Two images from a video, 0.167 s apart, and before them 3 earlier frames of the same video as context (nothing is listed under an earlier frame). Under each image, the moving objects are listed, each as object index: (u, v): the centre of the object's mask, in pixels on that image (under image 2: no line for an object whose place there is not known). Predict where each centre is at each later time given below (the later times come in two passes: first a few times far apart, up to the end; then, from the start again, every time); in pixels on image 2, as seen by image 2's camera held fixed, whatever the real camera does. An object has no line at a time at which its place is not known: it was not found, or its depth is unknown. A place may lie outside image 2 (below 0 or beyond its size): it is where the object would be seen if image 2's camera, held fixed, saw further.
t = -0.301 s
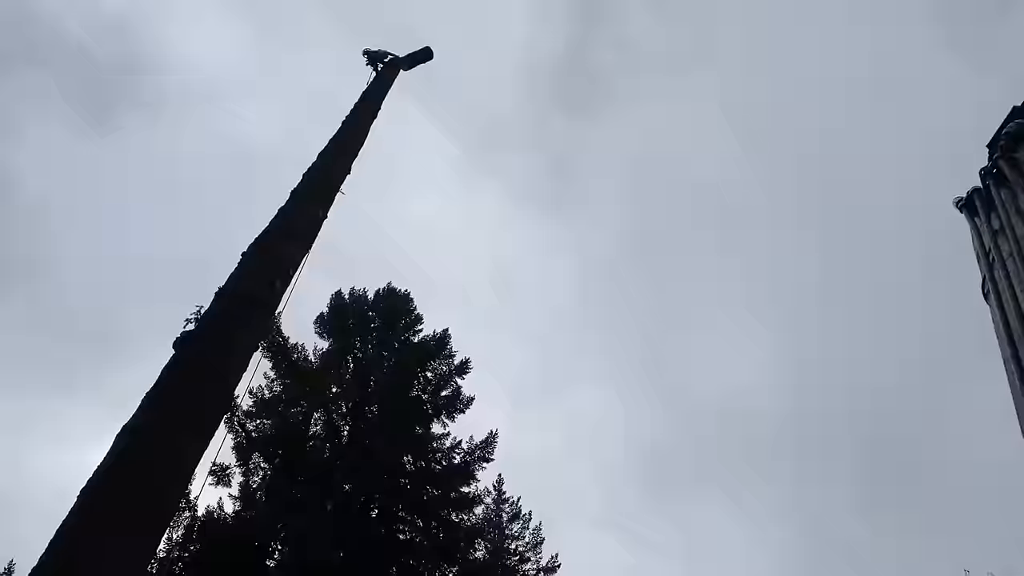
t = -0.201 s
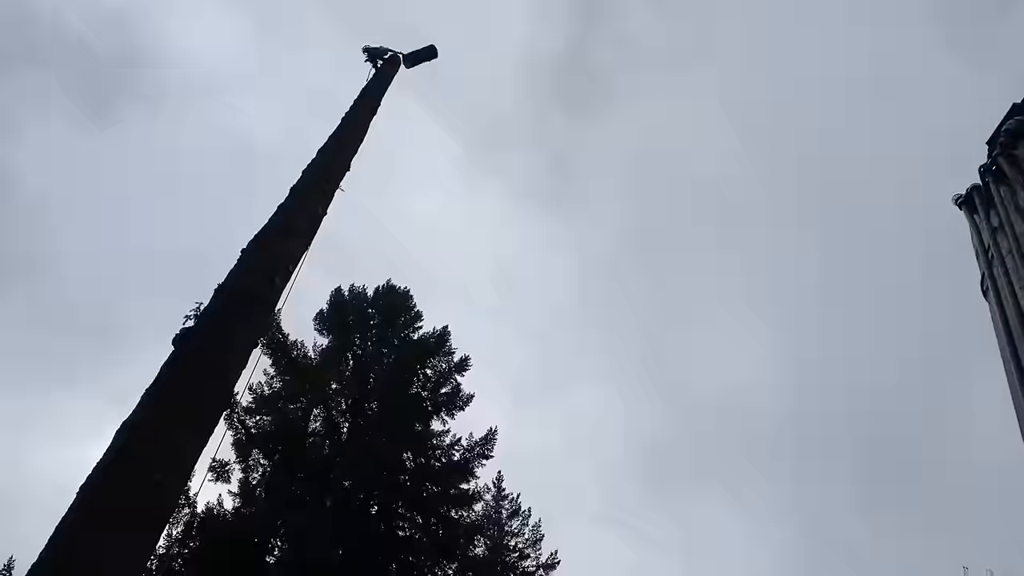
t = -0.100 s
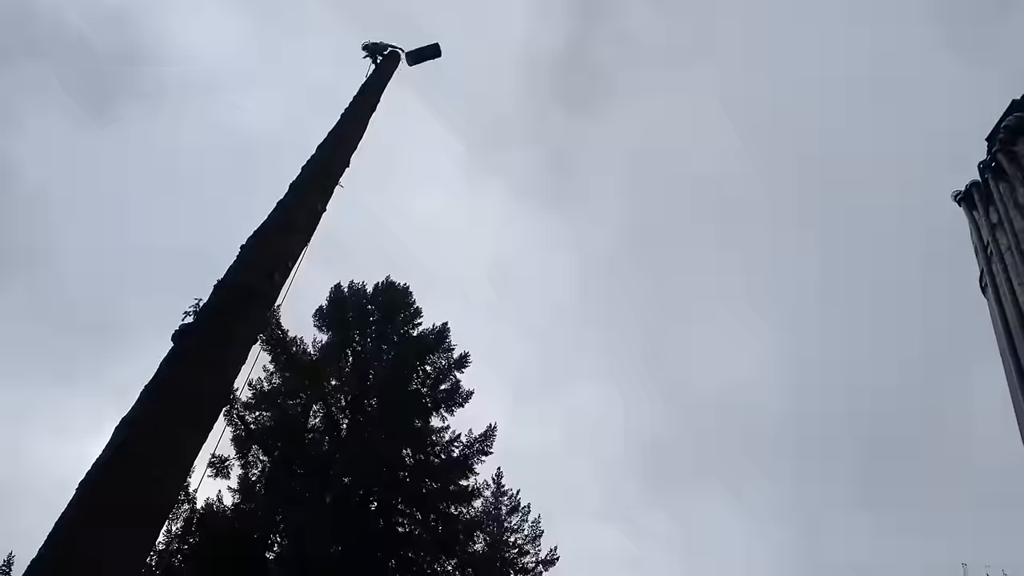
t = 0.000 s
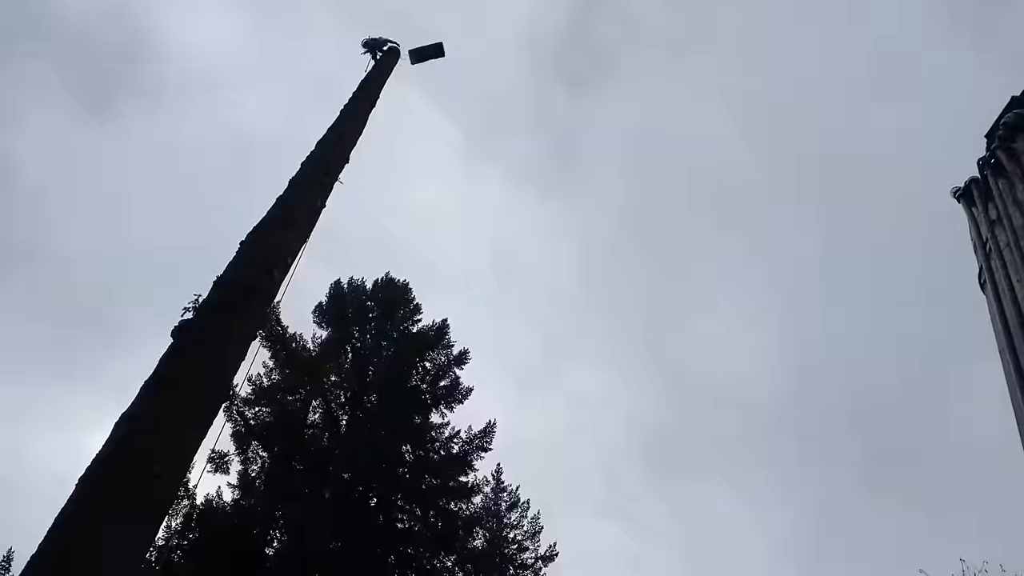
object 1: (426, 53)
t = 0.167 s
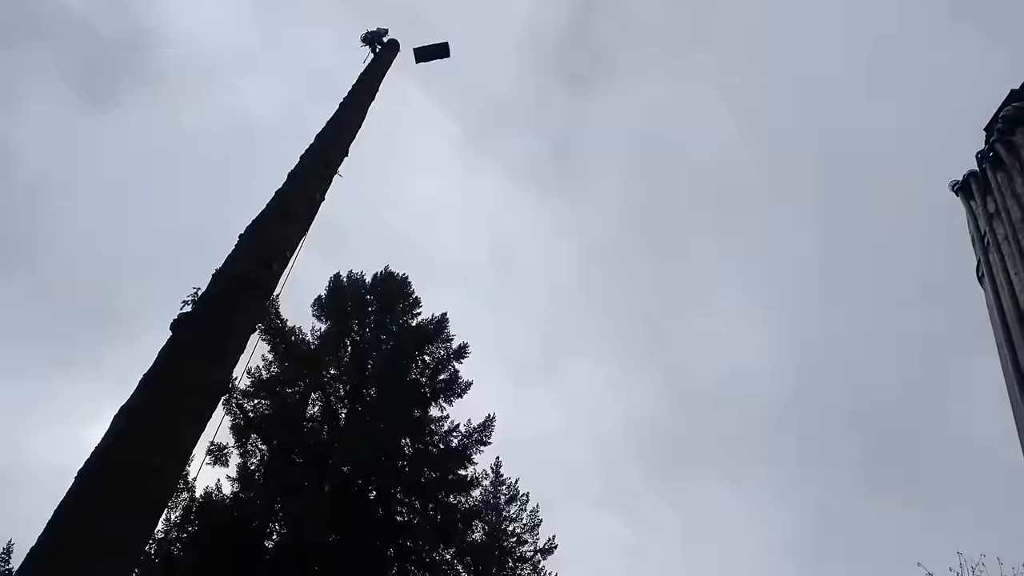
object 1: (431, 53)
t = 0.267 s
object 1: (435, 58)
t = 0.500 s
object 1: (442, 75)
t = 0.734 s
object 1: (448, 101)
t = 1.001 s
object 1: (456, 147)
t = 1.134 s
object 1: (459, 179)
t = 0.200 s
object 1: (432, 54)
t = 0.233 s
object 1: (434, 56)
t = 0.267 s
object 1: (435, 58)
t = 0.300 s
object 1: (435, 60)
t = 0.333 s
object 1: (437, 62)
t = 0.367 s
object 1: (438, 64)
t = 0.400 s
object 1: (439, 67)
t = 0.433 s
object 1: (440, 69)
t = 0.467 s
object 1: (441, 72)
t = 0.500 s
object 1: (442, 75)
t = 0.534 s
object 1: (442, 78)
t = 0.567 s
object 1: (443, 82)
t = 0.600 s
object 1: (445, 85)
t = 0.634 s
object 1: (445, 89)
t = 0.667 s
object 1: (446, 93)
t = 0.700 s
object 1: (447, 97)
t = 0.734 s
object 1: (448, 101)
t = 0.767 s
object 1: (449, 106)
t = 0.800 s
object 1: (450, 111)
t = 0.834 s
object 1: (451, 116)
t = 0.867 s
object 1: (452, 121)
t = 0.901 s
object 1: (453, 127)
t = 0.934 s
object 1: (454, 134)
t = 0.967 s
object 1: (455, 140)
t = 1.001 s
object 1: (456, 147)
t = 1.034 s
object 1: (457, 154)
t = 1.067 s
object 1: (457, 162)
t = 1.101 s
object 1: (458, 171)
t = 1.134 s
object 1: (459, 179)
